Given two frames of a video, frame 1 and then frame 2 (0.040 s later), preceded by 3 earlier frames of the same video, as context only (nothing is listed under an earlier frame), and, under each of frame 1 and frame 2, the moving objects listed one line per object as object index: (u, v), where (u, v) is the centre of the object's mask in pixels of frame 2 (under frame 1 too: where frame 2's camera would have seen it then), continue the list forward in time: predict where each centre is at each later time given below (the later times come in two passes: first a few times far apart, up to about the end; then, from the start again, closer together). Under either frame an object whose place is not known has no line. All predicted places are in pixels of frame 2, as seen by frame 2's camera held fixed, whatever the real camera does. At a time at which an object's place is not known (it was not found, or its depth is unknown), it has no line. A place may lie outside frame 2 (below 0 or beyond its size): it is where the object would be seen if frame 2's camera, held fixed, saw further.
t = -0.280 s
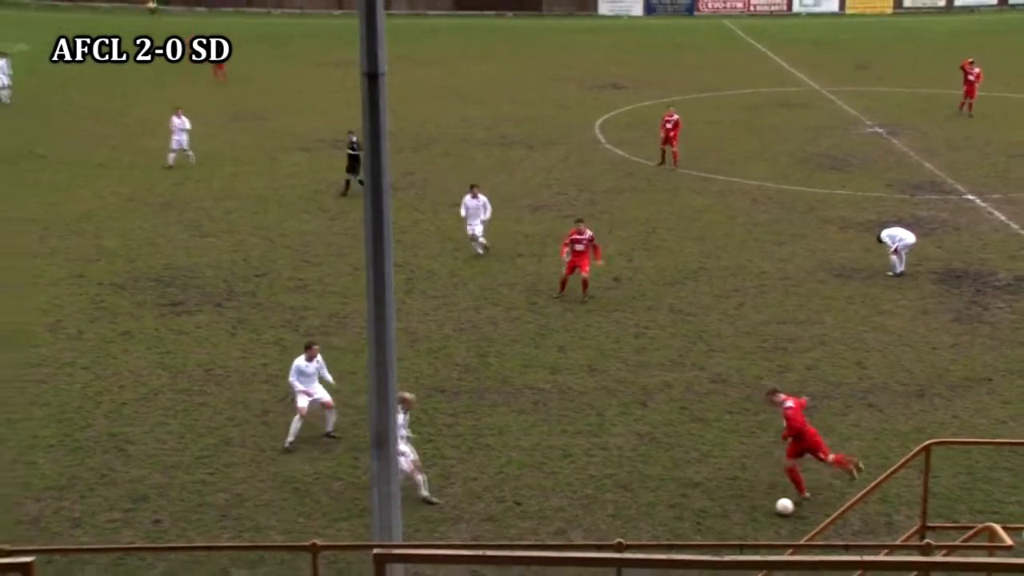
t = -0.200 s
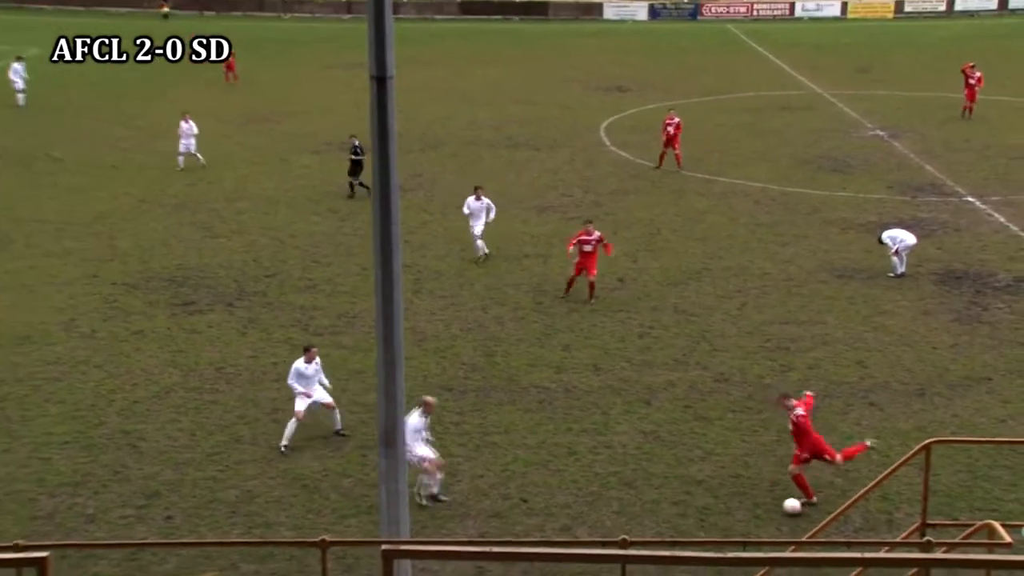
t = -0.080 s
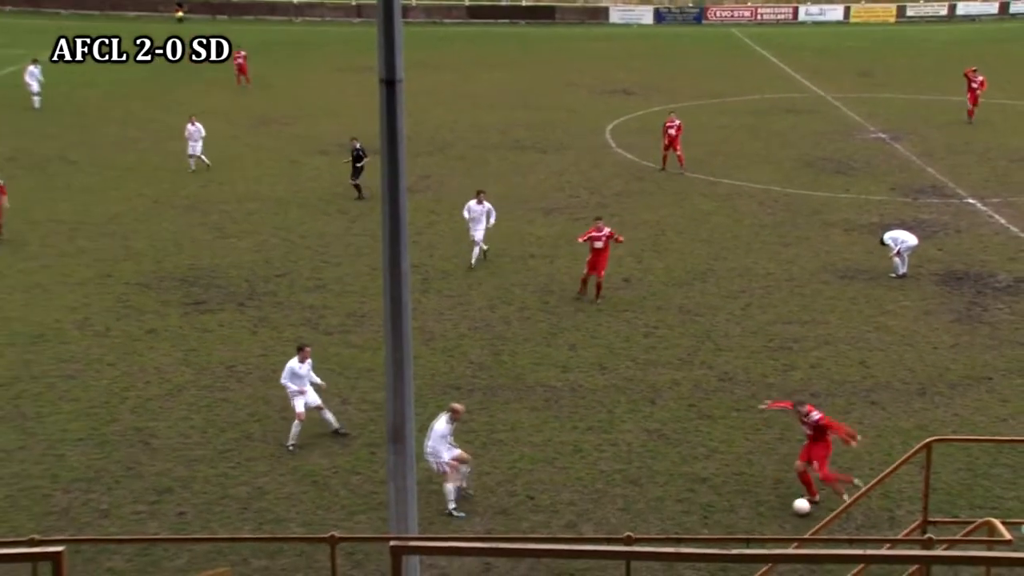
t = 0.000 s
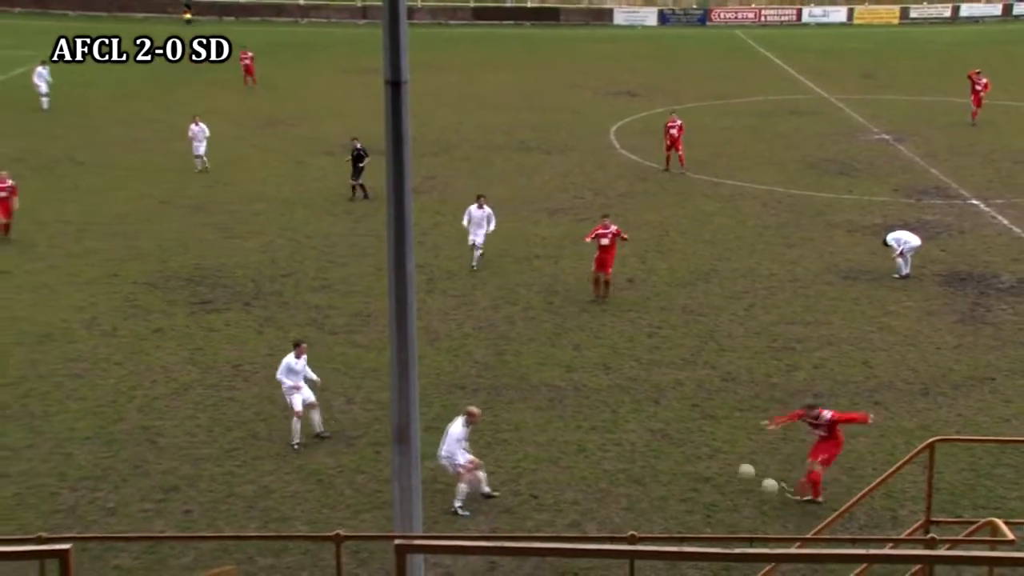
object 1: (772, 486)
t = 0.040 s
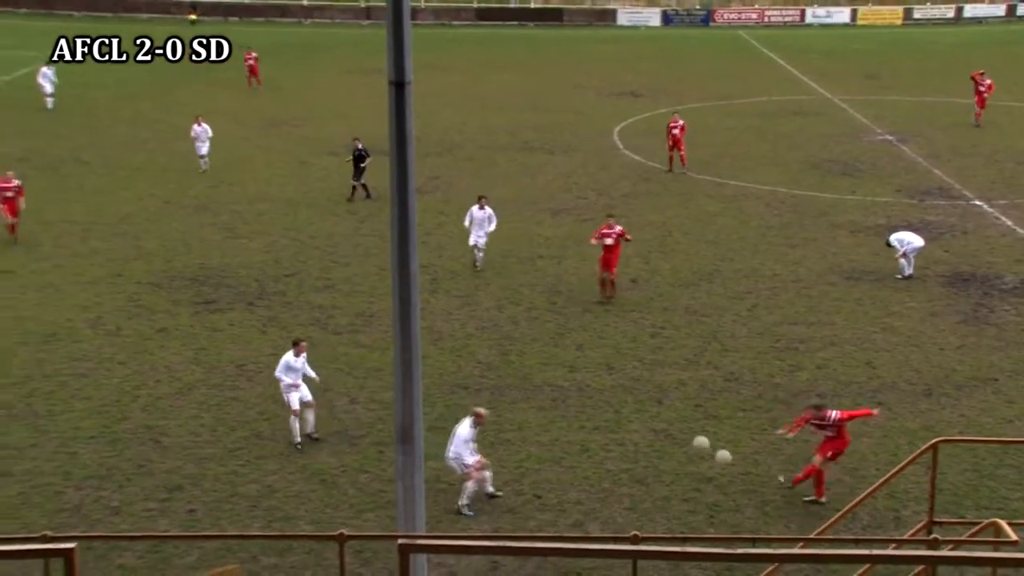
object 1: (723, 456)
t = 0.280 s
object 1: (450, 307)
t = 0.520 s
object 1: (213, 194)
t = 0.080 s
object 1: (675, 429)
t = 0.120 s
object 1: (628, 402)
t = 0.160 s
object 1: (582, 377)
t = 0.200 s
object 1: (537, 352)
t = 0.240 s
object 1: (493, 329)
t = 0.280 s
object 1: (450, 307)
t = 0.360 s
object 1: (367, 265)
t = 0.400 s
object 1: (328, 246)
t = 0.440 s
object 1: (288, 227)
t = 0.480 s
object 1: (251, 211)
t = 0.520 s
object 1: (213, 194)
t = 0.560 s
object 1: (175, 178)
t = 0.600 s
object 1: (139, 164)
